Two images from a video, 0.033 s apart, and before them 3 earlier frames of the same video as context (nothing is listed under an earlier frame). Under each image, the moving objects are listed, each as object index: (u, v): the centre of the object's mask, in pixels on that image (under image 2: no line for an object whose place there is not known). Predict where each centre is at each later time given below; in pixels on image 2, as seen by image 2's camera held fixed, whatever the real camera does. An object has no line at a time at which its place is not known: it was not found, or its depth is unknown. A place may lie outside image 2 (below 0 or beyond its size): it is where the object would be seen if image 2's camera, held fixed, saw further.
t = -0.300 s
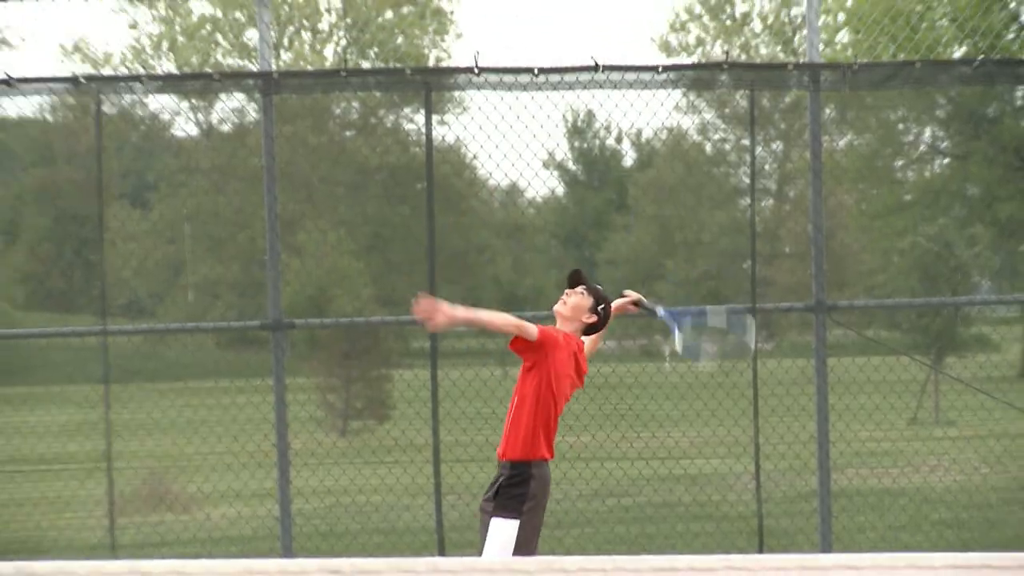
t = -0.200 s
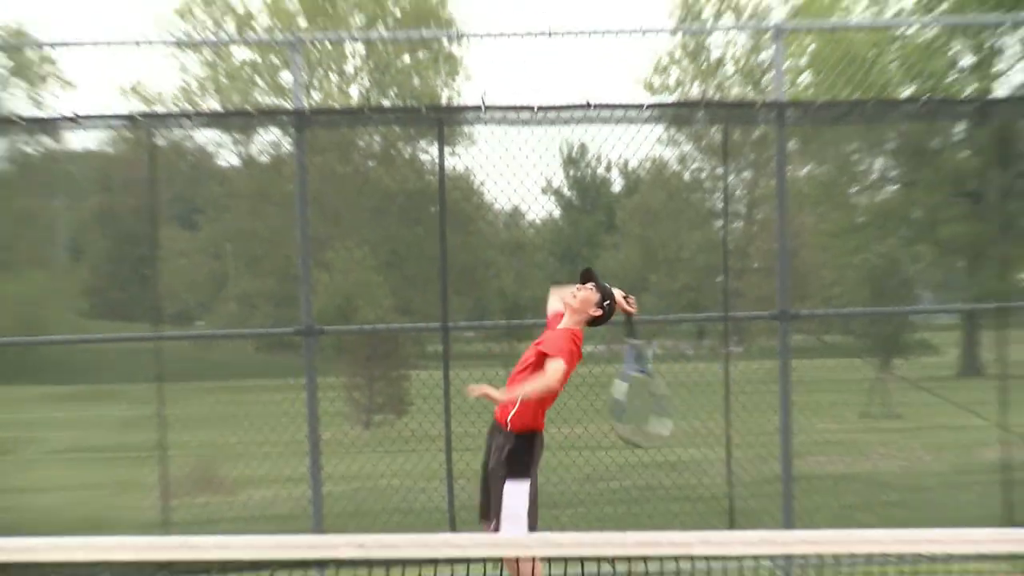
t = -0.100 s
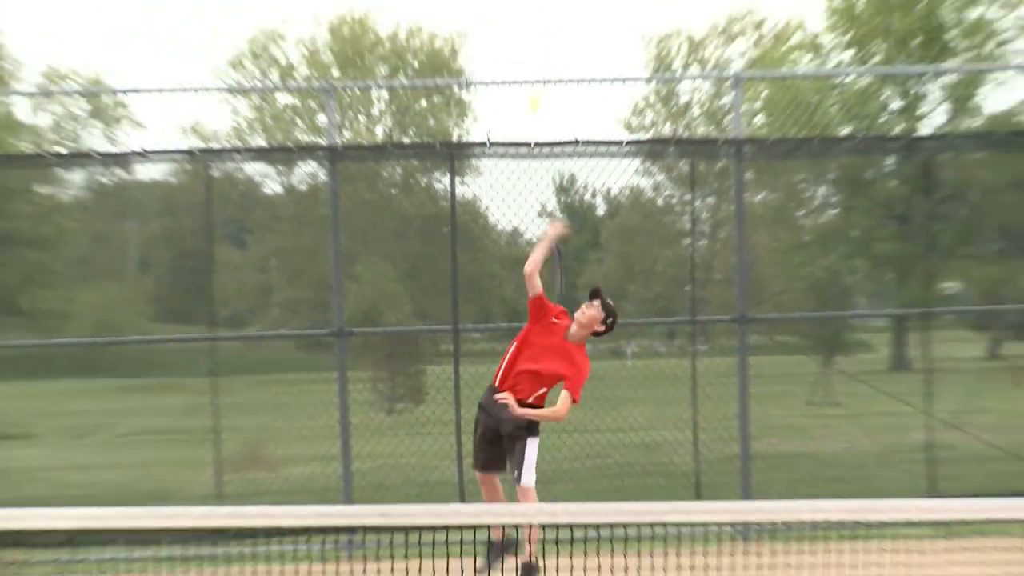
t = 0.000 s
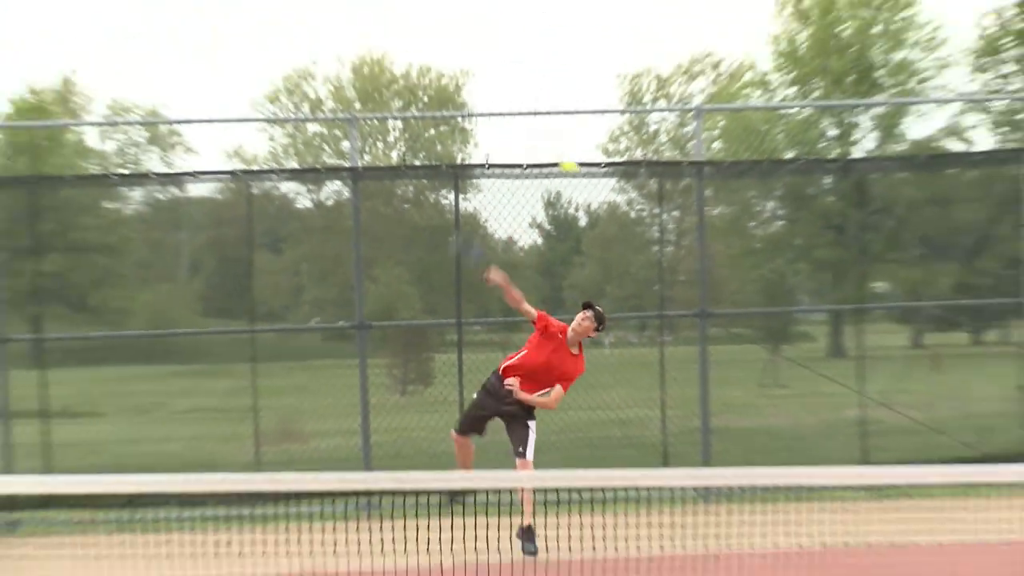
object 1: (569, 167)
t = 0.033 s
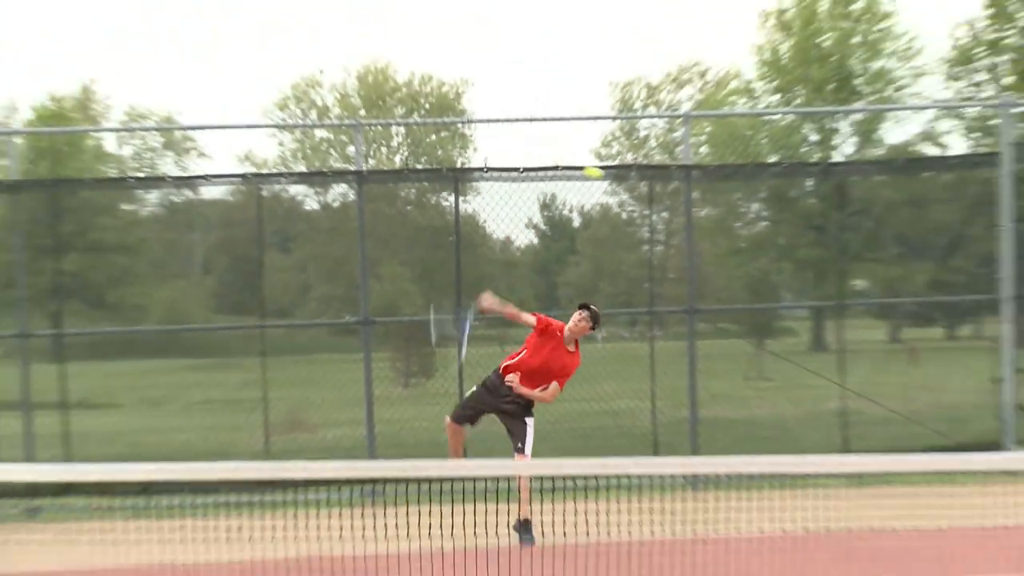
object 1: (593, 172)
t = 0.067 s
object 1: (625, 177)
